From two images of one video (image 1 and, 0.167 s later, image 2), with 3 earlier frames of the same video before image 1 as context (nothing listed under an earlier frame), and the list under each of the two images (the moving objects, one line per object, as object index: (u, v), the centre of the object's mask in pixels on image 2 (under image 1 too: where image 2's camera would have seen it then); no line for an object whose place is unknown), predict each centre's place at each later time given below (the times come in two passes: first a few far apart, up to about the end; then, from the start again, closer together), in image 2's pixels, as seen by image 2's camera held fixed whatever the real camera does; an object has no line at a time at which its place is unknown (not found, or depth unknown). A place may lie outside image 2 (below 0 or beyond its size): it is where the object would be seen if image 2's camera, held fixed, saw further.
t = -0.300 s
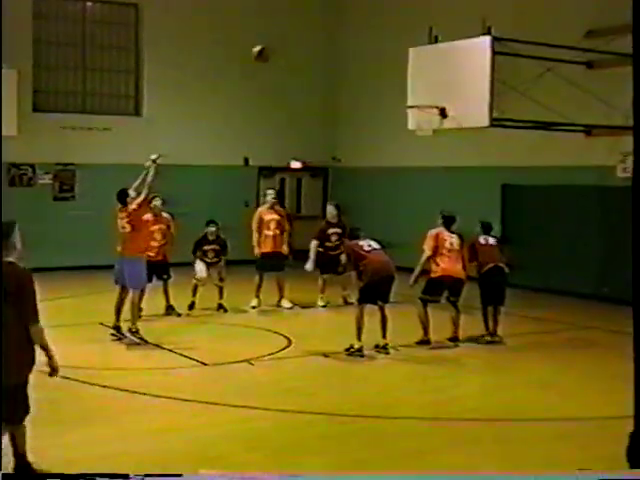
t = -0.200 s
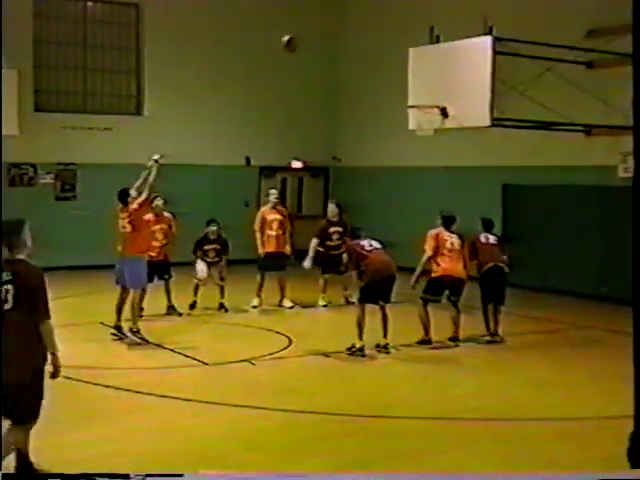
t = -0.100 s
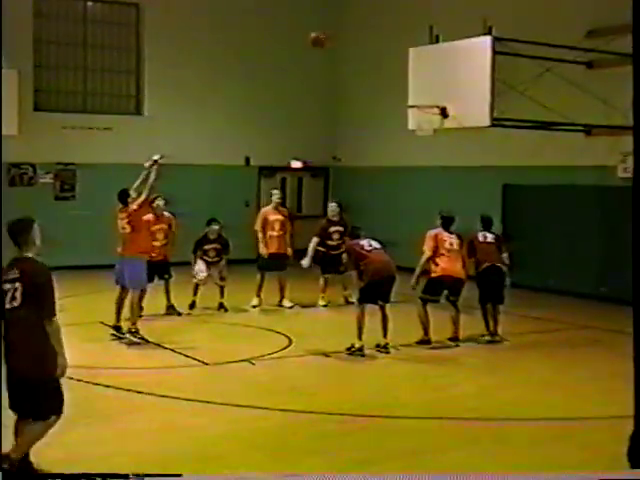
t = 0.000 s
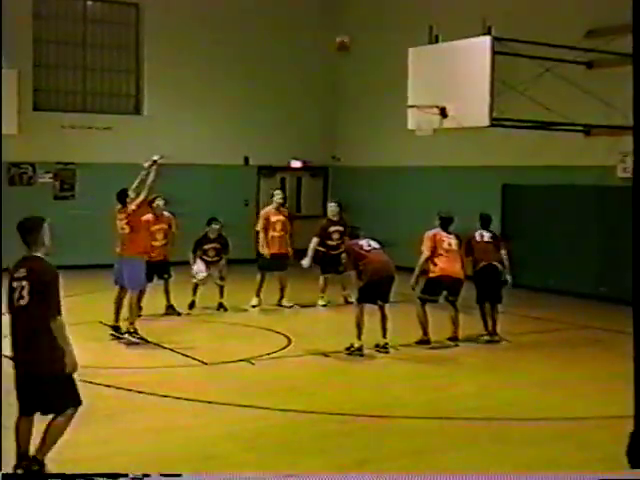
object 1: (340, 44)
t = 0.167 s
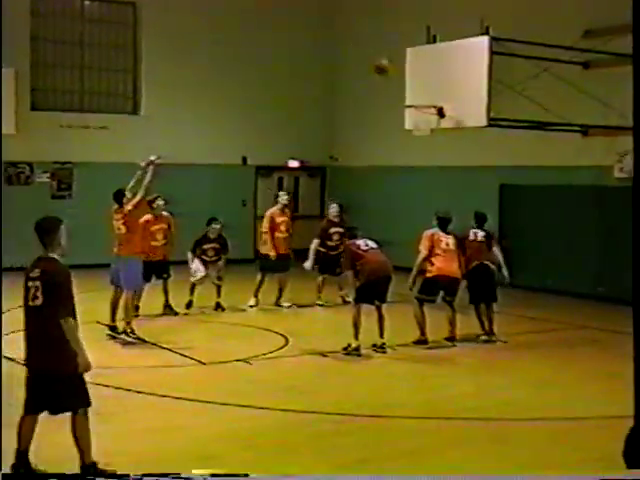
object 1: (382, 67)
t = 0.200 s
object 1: (389, 74)
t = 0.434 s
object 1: (428, 113)
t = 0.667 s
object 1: (425, 120)
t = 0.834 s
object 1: (416, 137)
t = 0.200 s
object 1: (389, 74)
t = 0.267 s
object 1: (404, 88)
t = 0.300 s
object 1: (411, 97)
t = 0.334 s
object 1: (418, 106)
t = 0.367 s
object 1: (425, 114)
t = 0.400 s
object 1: (429, 116)
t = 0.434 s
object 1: (428, 113)
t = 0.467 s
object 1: (429, 113)
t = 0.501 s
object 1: (429, 114)
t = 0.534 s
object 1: (430, 115)
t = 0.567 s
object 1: (428, 116)
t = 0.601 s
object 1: (427, 118)
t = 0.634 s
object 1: (427, 119)
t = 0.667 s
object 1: (425, 120)
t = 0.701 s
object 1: (423, 122)
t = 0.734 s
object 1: (421, 126)
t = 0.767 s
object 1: (420, 129)
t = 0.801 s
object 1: (418, 133)
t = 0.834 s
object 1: (416, 137)
